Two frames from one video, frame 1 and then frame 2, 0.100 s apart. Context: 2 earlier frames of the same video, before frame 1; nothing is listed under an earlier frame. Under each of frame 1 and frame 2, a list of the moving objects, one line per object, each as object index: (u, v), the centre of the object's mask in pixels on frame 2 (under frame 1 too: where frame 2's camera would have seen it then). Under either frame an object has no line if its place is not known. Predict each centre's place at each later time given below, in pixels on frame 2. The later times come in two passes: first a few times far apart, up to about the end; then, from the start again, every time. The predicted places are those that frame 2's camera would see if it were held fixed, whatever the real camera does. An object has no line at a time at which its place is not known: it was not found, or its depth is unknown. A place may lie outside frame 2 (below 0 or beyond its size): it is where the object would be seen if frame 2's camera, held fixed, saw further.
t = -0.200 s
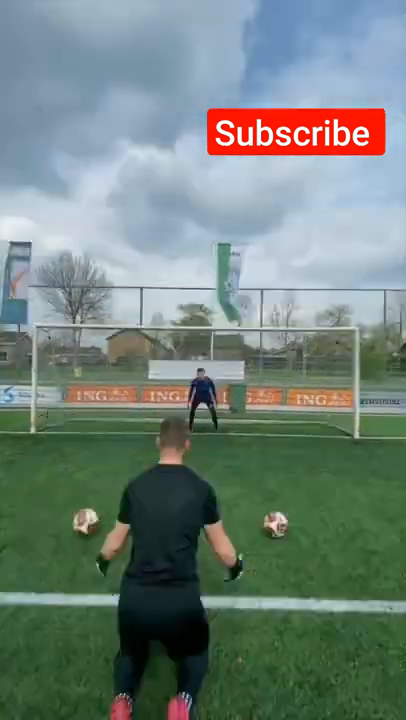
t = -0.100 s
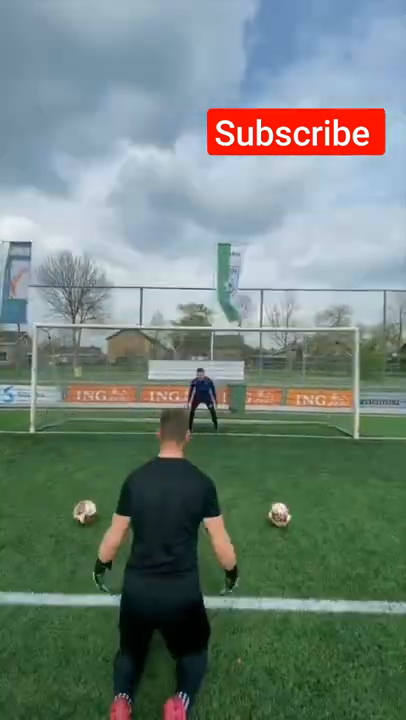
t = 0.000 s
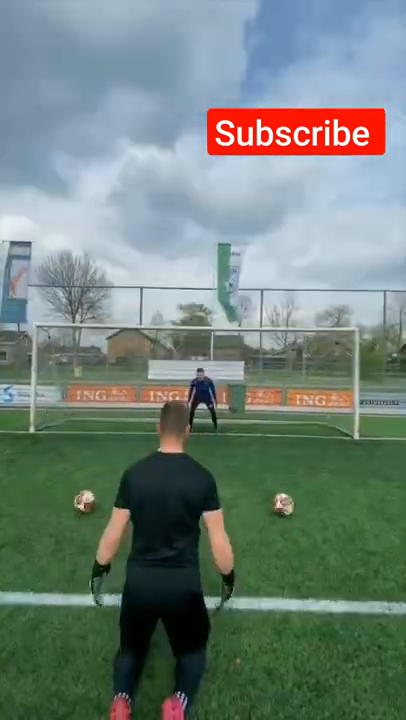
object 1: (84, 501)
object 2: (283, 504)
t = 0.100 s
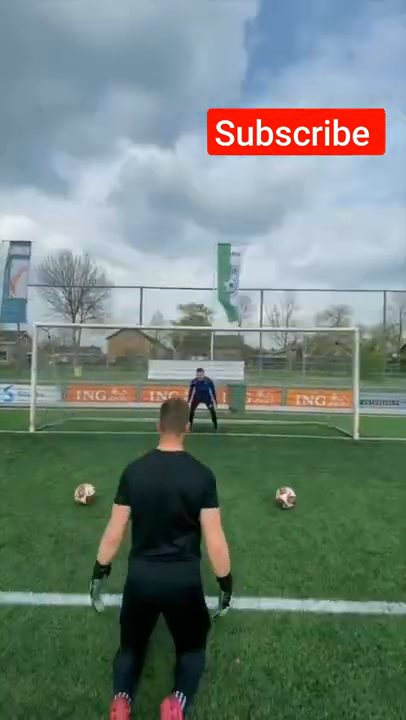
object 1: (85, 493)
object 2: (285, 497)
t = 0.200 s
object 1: (85, 487)
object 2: (288, 491)
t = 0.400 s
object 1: (86, 475)
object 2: (293, 479)
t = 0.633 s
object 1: (87, 466)
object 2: (298, 469)
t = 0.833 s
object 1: (87, 458)
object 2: (301, 462)
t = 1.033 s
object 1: (88, 452)
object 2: (305, 456)
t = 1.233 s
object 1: (90, 447)
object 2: (307, 452)
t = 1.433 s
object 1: (91, 443)
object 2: (309, 447)
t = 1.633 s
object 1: (92, 440)
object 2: (311, 444)
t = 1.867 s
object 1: (94, 437)
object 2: (313, 440)
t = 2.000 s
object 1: (95, 434)
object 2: (314, 438)
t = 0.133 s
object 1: (84, 492)
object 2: (286, 495)
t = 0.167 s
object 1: (84, 490)
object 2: (288, 493)
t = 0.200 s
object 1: (85, 487)
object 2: (288, 491)
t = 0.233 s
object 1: (85, 485)
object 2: (289, 489)
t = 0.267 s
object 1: (85, 483)
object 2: (290, 486)
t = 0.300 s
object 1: (85, 481)
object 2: (291, 485)
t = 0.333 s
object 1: (86, 479)
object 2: (292, 482)
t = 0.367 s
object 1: (86, 478)
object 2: (292, 481)
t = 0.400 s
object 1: (86, 475)
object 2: (293, 479)
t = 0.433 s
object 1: (86, 474)
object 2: (294, 477)
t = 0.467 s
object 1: (86, 473)
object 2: (295, 476)
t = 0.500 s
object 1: (86, 471)
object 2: (295, 474)
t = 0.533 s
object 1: (86, 470)
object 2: (296, 473)
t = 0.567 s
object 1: (86, 468)
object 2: (296, 471)
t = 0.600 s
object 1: (87, 467)
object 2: (297, 471)
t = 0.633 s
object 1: (87, 466)
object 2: (298, 469)
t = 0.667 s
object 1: (87, 464)
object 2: (298, 467)
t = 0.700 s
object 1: (87, 463)
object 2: (299, 466)
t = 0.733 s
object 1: (87, 462)
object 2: (299, 464)
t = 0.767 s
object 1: (87, 461)
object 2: (300, 464)
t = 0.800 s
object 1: (87, 460)
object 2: (301, 463)
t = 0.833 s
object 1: (87, 458)
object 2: (301, 462)
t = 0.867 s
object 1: (88, 457)
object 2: (302, 461)
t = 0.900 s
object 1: (88, 457)
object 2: (302, 460)
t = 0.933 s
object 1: (88, 456)
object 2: (303, 459)
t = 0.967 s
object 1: (88, 455)
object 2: (303, 458)
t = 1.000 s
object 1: (88, 454)
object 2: (304, 457)
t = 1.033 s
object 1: (88, 452)
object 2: (305, 456)
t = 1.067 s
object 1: (88, 452)
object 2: (305, 455)
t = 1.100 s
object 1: (89, 451)
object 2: (305, 454)
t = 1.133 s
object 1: (89, 450)
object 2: (305, 454)
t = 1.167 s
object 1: (89, 449)
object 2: (306, 452)
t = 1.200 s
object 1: (89, 448)
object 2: (306, 452)
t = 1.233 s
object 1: (90, 447)
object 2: (307, 452)
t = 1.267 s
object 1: (90, 447)
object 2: (307, 451)
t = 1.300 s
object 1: (90, 446)
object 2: (307, 449)
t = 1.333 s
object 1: (90, 445)
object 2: (308, 449)
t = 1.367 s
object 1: (90, 444)
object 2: (309, 448)
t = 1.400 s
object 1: (90, 444)
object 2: (309, 447)
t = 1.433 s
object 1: (91, 443)
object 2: (309, 447)
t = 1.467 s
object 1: (91, 443)
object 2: (309, 446)
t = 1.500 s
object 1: (91, 442)
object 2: (309, 446)
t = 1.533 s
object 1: (92, 441)
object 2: (310, 445)
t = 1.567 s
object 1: (92, 441)
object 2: (310, 444)
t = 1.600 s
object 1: (92, 441)
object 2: (311, 444)
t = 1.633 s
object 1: (92, 440)
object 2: (311, 444)
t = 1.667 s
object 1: (92, 439)
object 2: (311, 443)
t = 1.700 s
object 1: (93, 438)
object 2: (312, 442)
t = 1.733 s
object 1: (93, 438)
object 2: (312, 441)
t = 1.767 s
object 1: (93, 438)
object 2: (312, 441)
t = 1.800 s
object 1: (93, 438)
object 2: (312, 441)
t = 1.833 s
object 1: (93, 437)
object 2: (312, 440)
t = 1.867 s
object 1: (94, 437)
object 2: (313, 440)
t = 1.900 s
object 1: (94, 436)
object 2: (313, 439)
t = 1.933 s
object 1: (94, 436)
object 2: (313, 439)
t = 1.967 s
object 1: (94, 435)
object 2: (313, 438)
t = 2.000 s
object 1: (95, 434)
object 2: (314, 438)
